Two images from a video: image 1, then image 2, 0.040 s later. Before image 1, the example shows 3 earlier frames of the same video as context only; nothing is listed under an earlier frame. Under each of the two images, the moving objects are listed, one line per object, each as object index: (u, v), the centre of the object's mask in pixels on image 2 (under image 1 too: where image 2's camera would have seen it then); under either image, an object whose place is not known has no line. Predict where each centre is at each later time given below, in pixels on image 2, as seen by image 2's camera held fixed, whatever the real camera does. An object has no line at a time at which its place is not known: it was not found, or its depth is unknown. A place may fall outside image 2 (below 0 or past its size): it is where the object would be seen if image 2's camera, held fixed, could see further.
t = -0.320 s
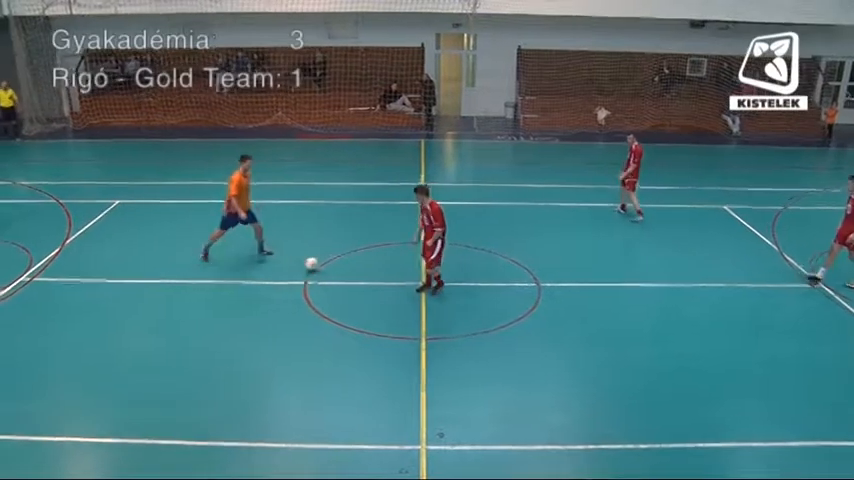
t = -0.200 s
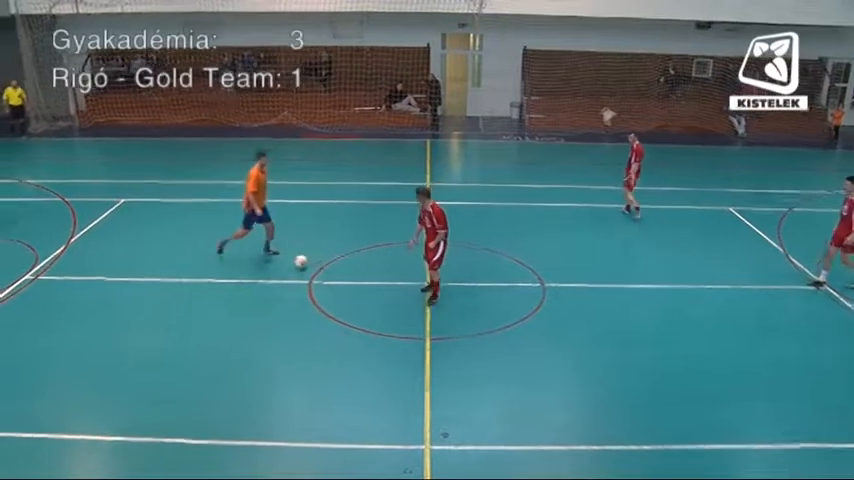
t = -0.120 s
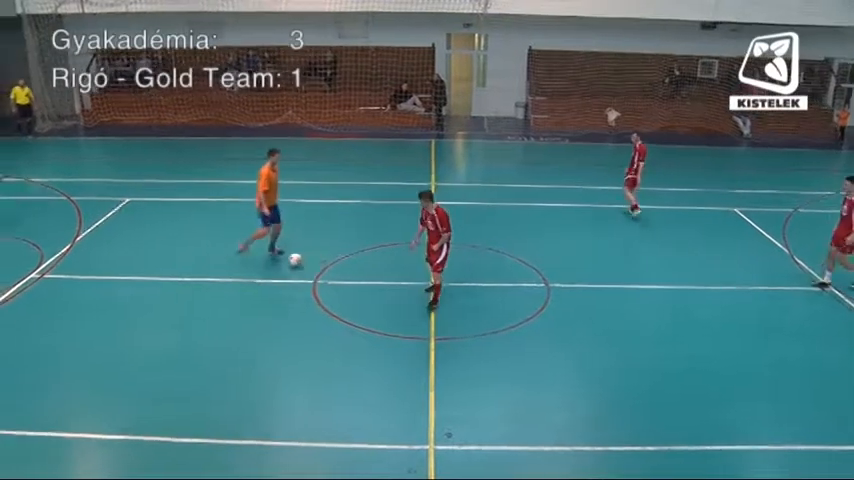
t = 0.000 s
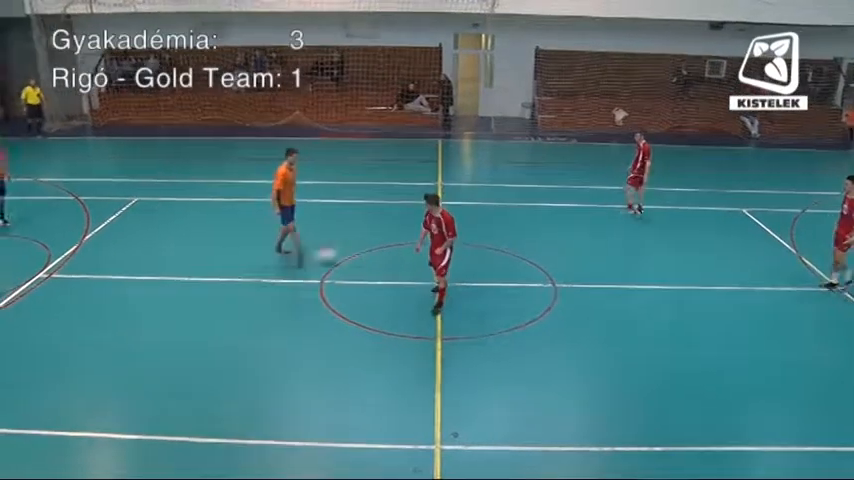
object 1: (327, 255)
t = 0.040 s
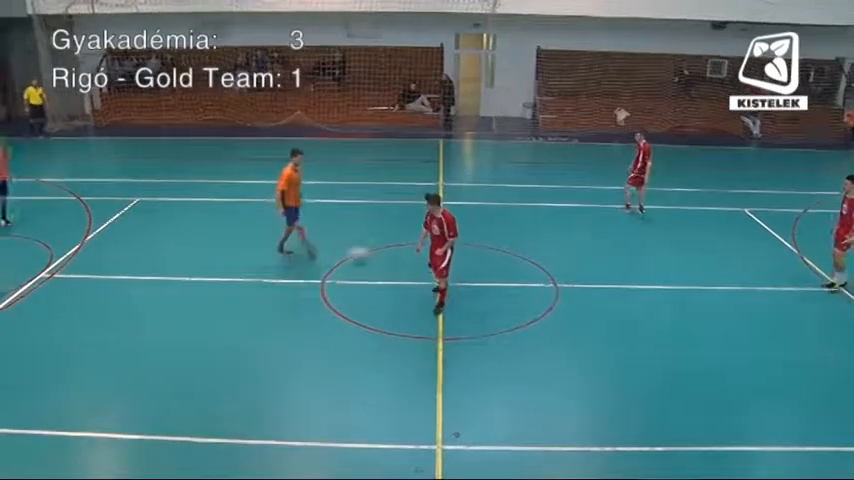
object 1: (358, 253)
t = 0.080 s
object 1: (387, 253)
